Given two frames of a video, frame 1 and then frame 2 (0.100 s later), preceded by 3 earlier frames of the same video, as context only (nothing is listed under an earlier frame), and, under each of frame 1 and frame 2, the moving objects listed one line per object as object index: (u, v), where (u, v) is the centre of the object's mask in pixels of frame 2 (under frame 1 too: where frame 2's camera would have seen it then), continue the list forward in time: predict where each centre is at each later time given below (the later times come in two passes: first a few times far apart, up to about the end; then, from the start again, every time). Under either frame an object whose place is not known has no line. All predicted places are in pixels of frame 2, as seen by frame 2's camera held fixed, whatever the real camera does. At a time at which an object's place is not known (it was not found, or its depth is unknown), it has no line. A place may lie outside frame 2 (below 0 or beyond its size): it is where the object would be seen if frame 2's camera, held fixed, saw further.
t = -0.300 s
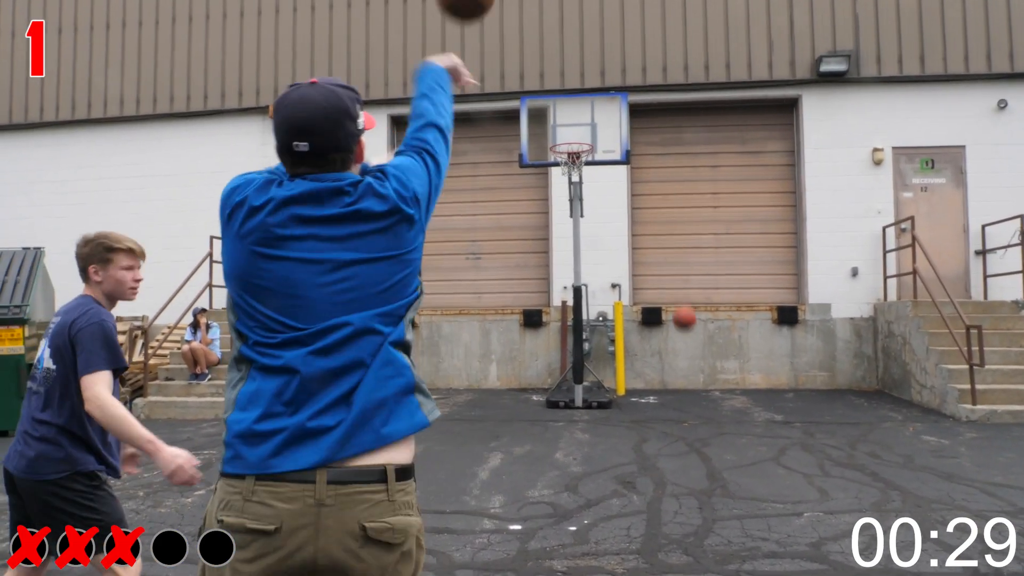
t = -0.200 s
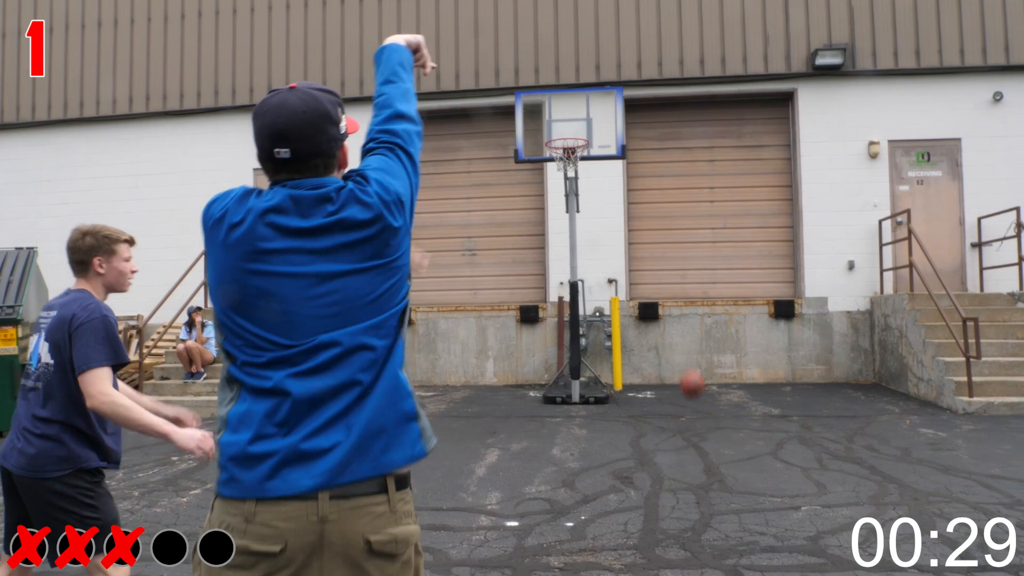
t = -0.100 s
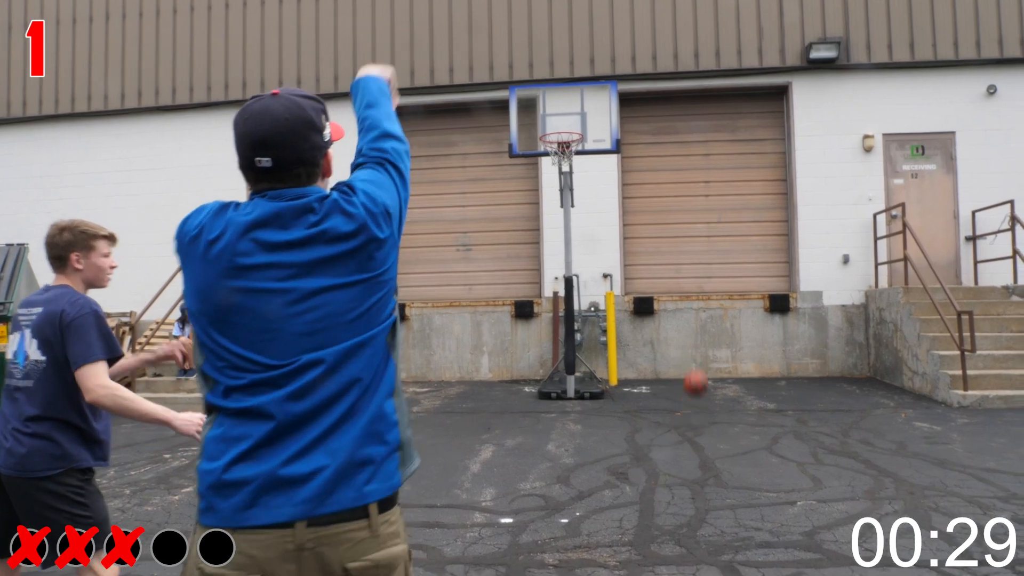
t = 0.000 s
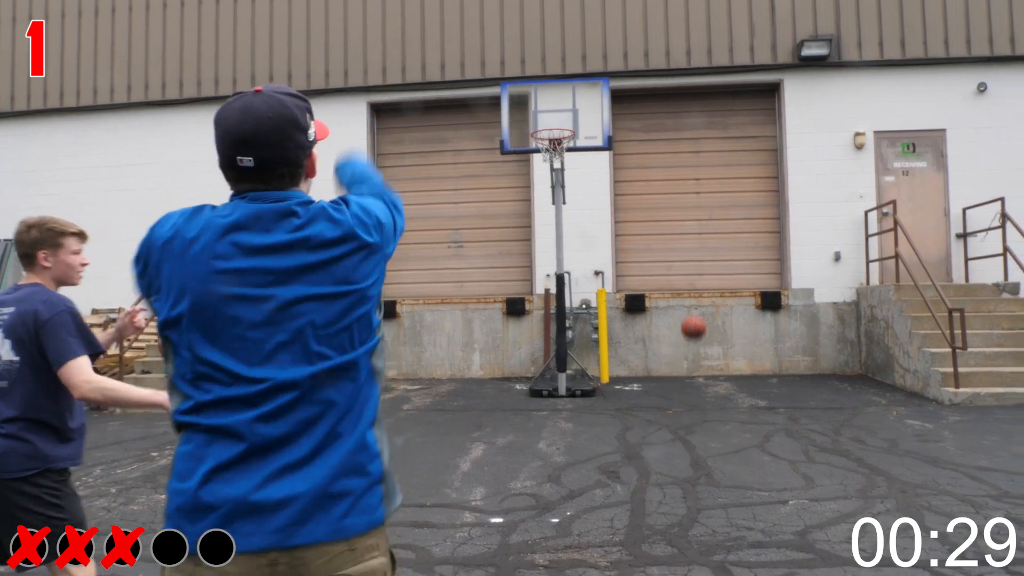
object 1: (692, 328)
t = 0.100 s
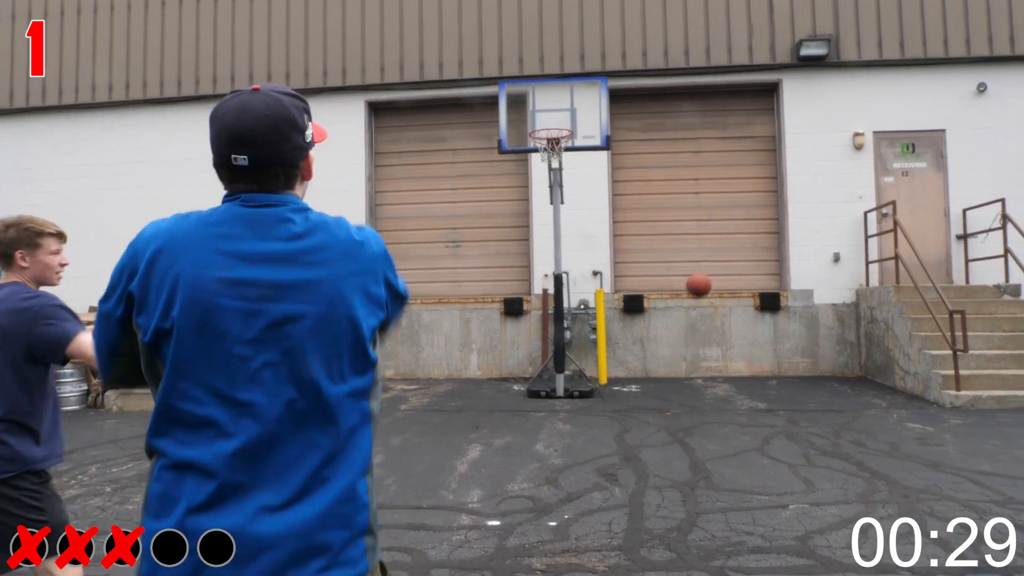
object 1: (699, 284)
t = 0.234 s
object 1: (707, 242)
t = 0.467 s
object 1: (722, 210)
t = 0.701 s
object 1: (738, 232)
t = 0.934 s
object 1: (757, 311)
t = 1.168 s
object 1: (781, 395)
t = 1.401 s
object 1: (804, 312)
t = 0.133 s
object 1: (701, 273)
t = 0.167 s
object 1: (703, 261)
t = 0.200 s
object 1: (705, 251)
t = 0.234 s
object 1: (707, 242)
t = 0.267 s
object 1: (709, 234)
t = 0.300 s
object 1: (712, 227)
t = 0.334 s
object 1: (714, 221)
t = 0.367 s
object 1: (716, 217)
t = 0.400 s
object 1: (718, 213)
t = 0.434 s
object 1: (720, 211)
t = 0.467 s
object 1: (722, 210)
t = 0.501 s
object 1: (725, 209)
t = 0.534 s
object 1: (727, 210)
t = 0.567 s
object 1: (729, 212)
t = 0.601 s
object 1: (731, 216)
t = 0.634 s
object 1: (733, 220)
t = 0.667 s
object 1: (736, 225)
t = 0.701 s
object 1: (738, 232)
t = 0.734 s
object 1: (741, 239)
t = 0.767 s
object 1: (743, 248)
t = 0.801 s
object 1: (746, 258)
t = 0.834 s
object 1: (749, 270)
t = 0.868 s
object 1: (751, 283)
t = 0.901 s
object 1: (755, 297)
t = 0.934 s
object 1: (757, 311)
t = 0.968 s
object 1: (759, 327)
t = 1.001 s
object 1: (762, 346)
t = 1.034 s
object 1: (765, 365)
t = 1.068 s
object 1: (769, 384)
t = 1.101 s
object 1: (773, 403)
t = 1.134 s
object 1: (777, 411)
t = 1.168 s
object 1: (781, 395)
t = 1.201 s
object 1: (784, 381)
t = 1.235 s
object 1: (787, 367)
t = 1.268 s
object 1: (790, 354)
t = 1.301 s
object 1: (794, 342)
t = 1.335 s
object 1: (799, 330)
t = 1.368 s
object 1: (802, 321)
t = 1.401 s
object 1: (804, 312)
